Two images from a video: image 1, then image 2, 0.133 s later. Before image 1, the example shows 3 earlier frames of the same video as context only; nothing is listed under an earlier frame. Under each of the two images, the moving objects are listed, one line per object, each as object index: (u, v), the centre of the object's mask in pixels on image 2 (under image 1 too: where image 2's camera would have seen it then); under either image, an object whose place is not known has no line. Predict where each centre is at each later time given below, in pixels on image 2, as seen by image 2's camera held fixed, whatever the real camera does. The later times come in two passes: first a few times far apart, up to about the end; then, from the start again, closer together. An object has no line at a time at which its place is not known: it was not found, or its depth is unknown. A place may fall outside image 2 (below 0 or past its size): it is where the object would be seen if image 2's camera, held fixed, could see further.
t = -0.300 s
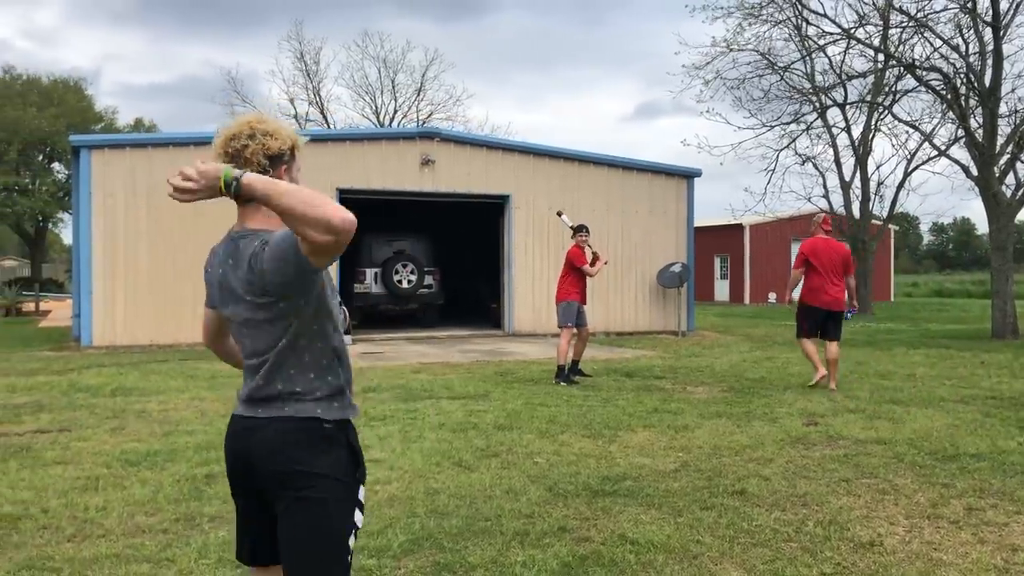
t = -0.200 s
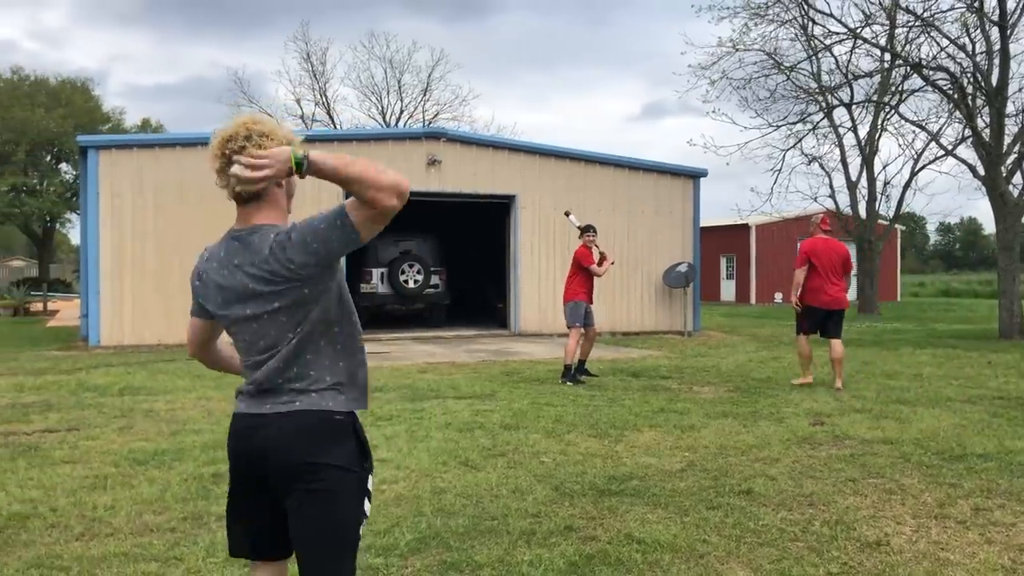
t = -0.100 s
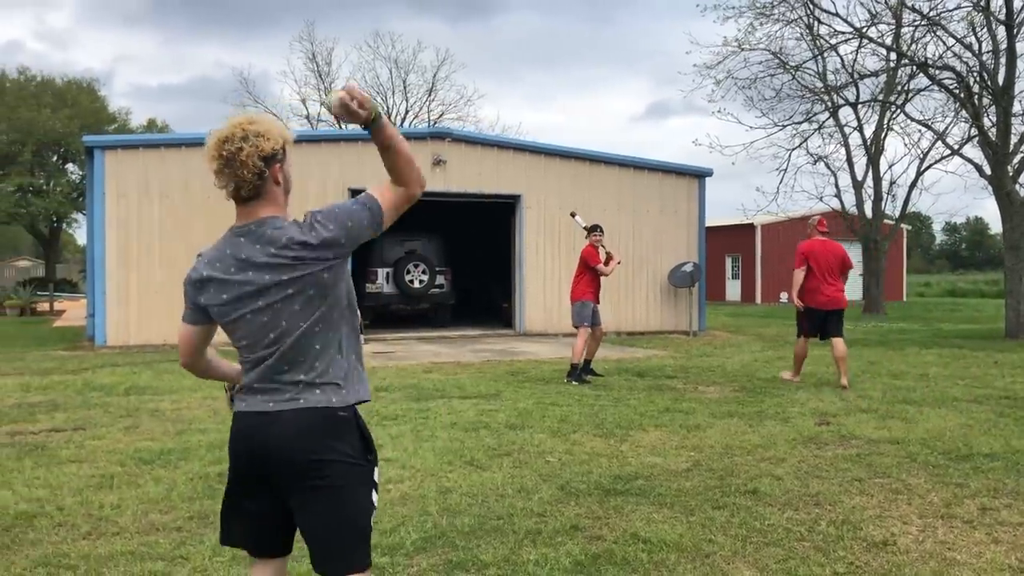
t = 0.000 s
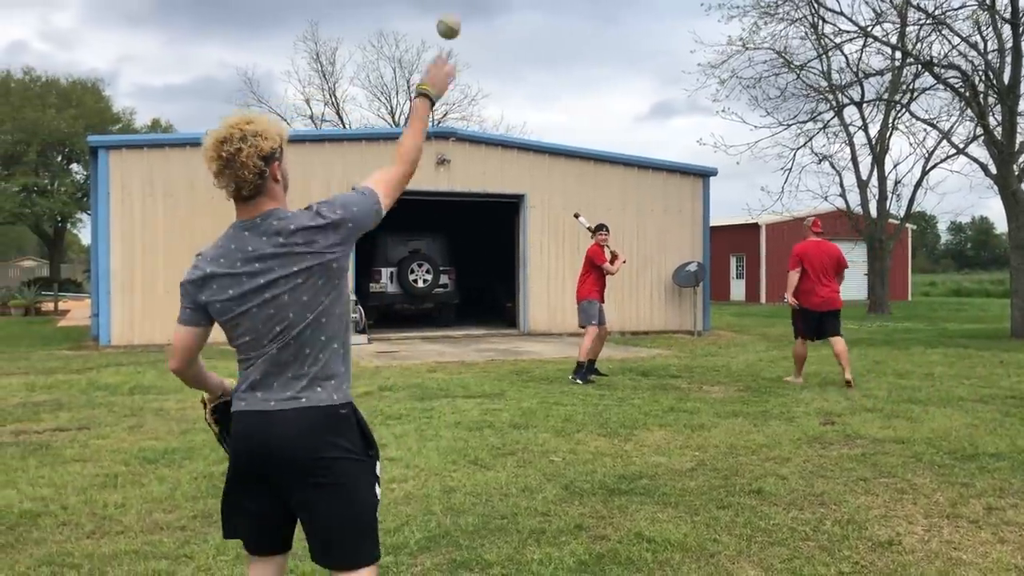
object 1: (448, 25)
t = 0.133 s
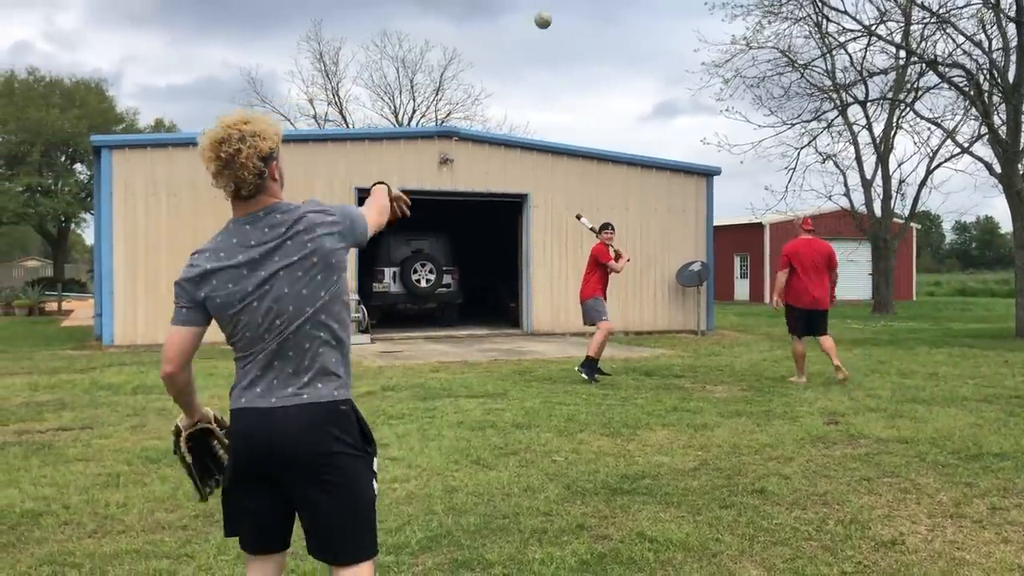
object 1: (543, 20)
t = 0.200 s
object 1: (572, 32)
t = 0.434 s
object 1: (635, 109)
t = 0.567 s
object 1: (657, 166)
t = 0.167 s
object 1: (558, 25)
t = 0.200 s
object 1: (572, 32)
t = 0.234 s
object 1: (583, 41)
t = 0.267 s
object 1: (594, 50)
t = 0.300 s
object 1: (604, 60)
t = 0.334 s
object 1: (613, 72)
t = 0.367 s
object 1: (621, 84)
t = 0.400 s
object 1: (628, 96)
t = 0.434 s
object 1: (635, 109)
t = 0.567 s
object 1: (657, 166)
